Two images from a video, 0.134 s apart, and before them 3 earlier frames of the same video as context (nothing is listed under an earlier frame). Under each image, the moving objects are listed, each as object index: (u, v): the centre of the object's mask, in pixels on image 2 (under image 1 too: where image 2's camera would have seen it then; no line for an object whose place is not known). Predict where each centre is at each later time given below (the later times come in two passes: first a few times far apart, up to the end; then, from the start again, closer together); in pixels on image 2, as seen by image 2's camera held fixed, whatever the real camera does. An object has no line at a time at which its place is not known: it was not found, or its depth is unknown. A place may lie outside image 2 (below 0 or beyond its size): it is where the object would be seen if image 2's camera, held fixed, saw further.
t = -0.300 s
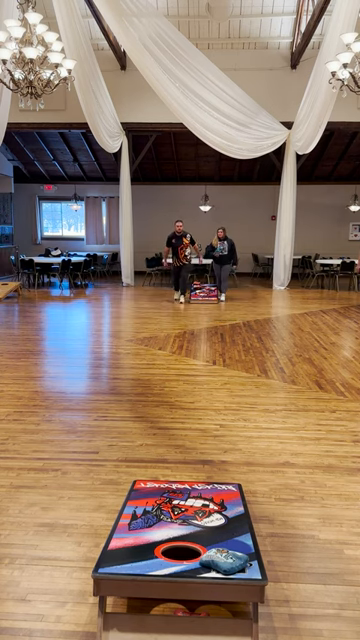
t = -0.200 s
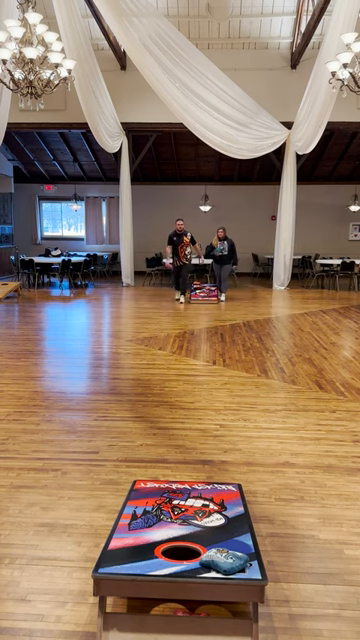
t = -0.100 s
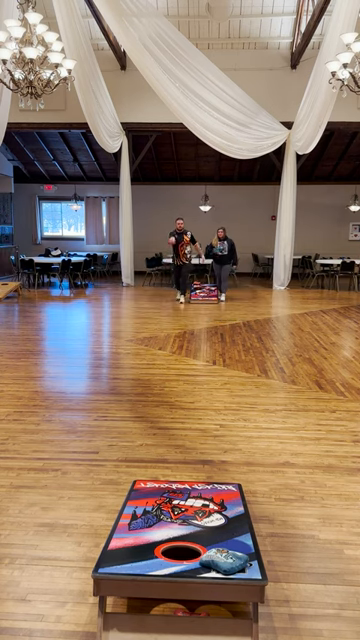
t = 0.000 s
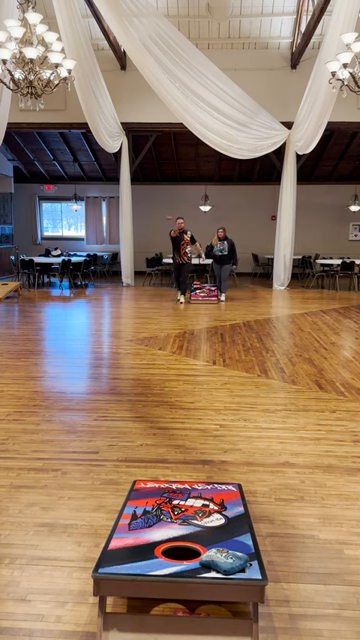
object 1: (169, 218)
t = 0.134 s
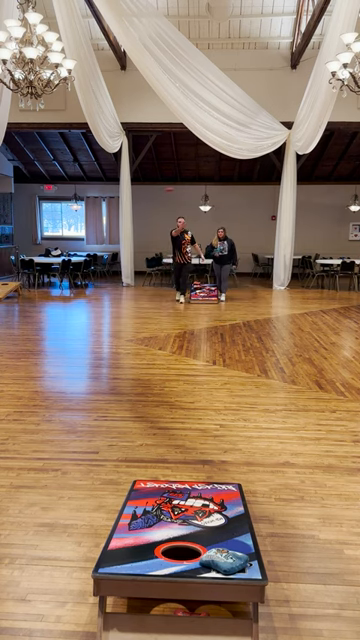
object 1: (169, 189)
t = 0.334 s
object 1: (168, 160)
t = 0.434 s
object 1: (167, 154)
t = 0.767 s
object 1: (163, 208)
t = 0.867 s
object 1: (158, 264)
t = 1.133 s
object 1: (148, 507)
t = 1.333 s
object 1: (150, 545)
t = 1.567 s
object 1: (155, 555)
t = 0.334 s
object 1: (168, 160)
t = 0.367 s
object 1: (167, 157)
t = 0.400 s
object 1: (167, 155)
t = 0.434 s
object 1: (167, 154)
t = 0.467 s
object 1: (167, 153)
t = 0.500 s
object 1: (167, 154)
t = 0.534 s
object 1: (166, 155)
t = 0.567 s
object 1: (166, 158)
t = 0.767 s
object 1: (163, 208)
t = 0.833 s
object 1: (160, 242)
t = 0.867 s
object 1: (158, 264)
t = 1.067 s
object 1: (149, 498)
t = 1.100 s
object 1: (149, 503)
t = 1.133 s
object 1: (148, 507)
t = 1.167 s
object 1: (148, 516)
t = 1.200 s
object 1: (150, 523)
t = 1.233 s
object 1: (149, 530)
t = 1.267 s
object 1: (150, 535)
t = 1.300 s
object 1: (150, 540)
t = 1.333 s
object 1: (150, 545)
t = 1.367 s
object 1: (151, 548)
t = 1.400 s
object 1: (152, 551)
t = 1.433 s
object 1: (153, 554)
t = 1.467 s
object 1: (154, 555)
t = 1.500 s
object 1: (155, 555)
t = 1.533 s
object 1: (155, 555)
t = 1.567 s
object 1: (155, 555)
